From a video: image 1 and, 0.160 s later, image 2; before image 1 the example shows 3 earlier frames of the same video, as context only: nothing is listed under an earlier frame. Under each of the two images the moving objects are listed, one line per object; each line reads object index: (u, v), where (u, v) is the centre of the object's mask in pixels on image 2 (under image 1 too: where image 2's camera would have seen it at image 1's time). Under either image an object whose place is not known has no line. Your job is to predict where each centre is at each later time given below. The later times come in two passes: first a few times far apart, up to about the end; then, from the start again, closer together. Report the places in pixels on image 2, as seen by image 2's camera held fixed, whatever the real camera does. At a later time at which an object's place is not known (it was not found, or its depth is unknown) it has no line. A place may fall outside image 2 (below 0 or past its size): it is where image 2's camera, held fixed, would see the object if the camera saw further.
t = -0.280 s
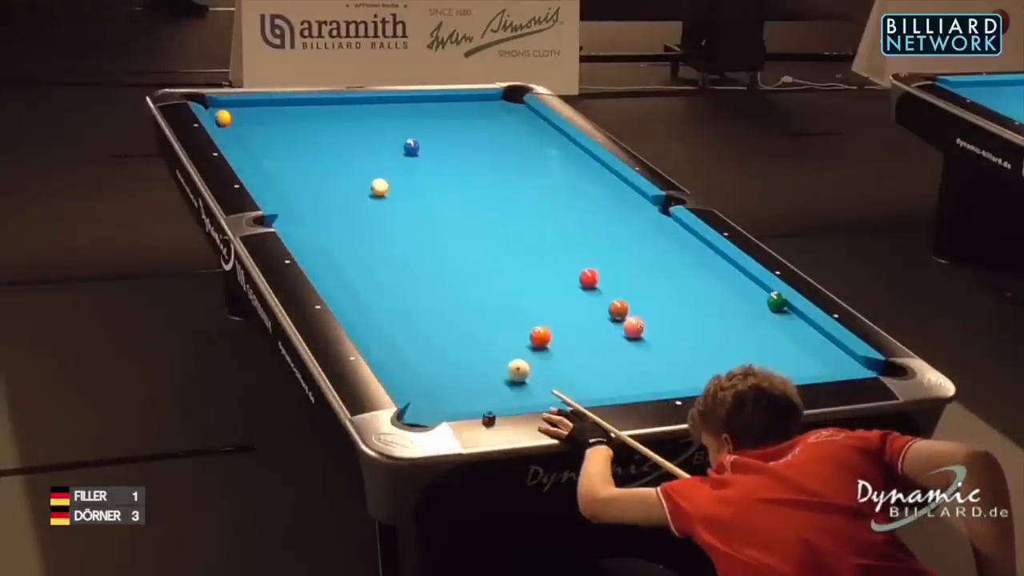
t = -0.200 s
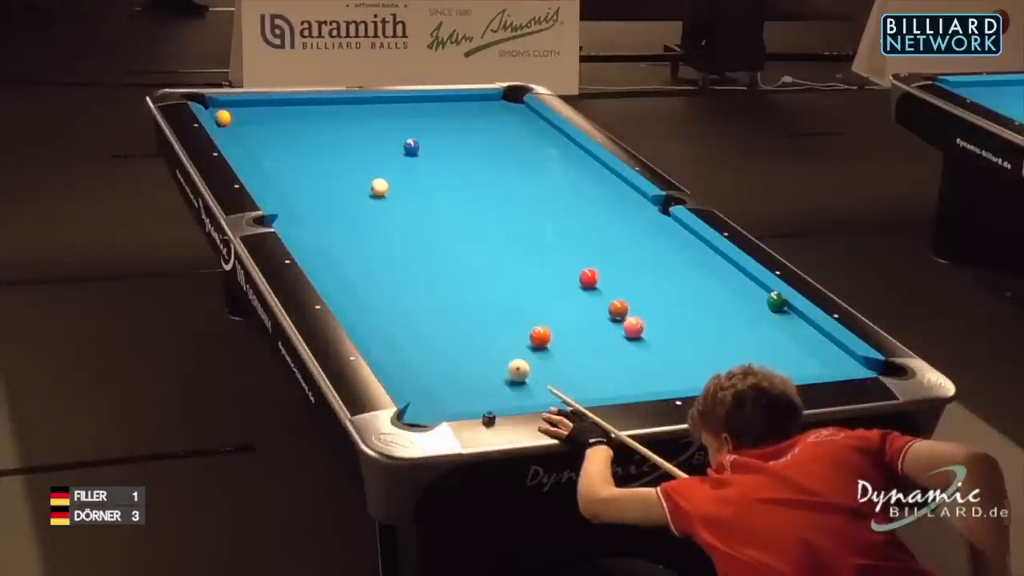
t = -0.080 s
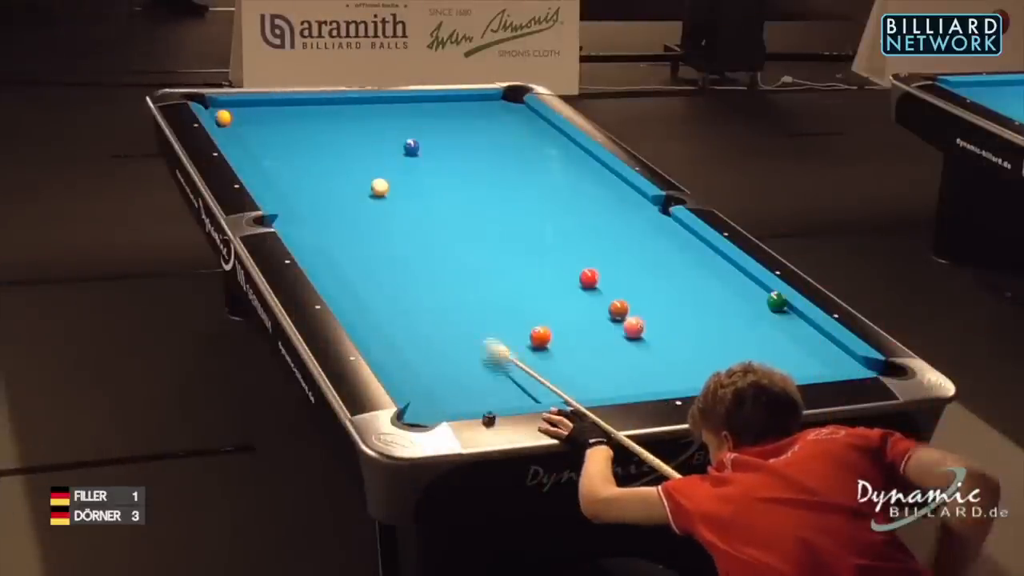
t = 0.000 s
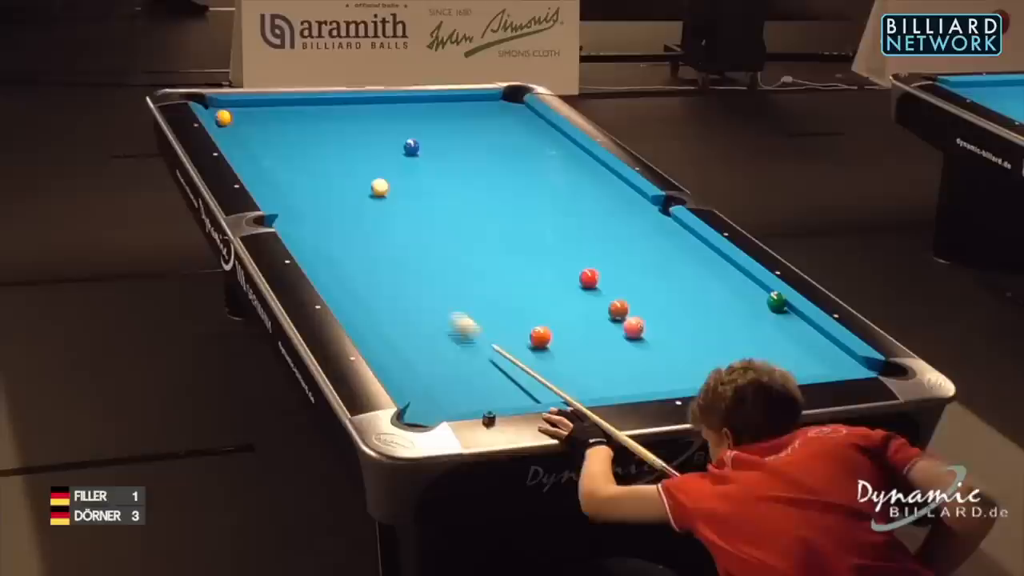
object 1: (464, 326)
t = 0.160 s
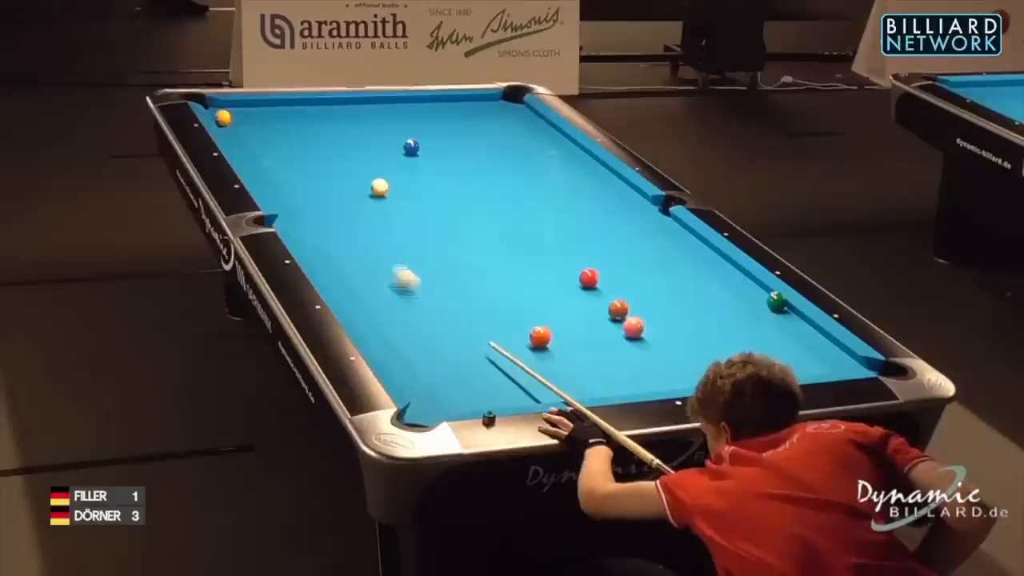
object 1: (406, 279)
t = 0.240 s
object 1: (379, 256)
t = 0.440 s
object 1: (319, 209)
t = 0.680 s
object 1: (258, 159)
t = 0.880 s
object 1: (225, 121)
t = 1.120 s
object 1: (226, 116)
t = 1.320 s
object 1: (225, 108)
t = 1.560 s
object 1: (234, 105)
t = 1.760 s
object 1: (252, 109)
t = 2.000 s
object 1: (272, 113)
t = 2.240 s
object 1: (290, 116)
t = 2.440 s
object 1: (306, 119)
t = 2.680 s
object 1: (323, 123)
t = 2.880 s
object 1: (336, 125)
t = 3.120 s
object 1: (352, 128)
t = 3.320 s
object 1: (364, 131)
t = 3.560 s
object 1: (377, 133)
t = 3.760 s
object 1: (387, 135)
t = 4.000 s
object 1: (398, 137)
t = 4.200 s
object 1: (406, 137)
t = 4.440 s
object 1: (416, 137)
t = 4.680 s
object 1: (424, 141)
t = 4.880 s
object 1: (428, 143)
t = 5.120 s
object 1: (433, 144)
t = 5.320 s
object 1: (437, 144)
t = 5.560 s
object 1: (439, 145)
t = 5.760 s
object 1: (441, 145)
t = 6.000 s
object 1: (441, 145)
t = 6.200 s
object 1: (441, 145)
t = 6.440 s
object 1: (441, 145)
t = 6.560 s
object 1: (440, 144)
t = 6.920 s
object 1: (442, 144)
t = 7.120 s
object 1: (441, 145)
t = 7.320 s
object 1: (441, 145)
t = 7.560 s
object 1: (441, 145)
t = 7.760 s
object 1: (441, 145)
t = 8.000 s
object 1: (441, 145)
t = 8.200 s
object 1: (441, 145)
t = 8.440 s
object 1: (441, 145)
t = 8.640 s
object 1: (441, 145)
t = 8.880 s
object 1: (441, 145)
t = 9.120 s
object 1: (441, 145)
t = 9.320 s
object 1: (441, 145)
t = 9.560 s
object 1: (441, 145)
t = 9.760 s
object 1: (441, 145)
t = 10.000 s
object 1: (441, 145)
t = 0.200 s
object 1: (392, 267)
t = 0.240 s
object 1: (379, 256)
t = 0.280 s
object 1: (366, 246)
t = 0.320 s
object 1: (354, 237)
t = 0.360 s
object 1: (342, 228)
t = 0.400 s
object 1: (330, 218)
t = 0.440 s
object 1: (319, 209)
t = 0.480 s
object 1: (308, 199)
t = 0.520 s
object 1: (297, 192)
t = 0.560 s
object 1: (287, 183)
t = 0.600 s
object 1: (277, 174)
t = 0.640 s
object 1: (267, 166)
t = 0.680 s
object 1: (258, 159)
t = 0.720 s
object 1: (249, 151)
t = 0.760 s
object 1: (240, 143)
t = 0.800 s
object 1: (232, 135)
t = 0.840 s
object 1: (229, 129)
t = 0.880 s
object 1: (225, 121)
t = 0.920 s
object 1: (226, 122)
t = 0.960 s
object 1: (226, 121)
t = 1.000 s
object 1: (226, 120)
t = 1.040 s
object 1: (226, 119)
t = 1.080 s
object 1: (225, 117)
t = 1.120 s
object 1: (226, 116)
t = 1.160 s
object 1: (225, 114)
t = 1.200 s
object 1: (225, 113)
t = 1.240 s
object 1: (225, 111)
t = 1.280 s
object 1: (225, 110)
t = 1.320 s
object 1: (225, 108)
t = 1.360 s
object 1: (225, 107)
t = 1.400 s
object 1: (225, 105)
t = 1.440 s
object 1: (224, 104)
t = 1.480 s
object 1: (227, 104)
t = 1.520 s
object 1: (230, 104)
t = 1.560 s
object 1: (234, 105)
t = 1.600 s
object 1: (237, 106)
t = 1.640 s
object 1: (241, 107)
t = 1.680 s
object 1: (245, 107)
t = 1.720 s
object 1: (248, 108)
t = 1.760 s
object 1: (252, 109)
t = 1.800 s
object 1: (255, 109)
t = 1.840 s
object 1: (259, 110)
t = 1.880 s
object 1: (261, 111)
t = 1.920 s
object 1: (265, 111)
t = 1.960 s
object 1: (268, 112)
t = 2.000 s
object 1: (272, 113)
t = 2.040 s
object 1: (275, 113)
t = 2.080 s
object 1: (278, 114)
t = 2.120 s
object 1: (281, 114)
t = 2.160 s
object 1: (284, 115)
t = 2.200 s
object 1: (287, 116)
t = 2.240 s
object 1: (290, 116)
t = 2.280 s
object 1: (294, 117)
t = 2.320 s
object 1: (297, 118)
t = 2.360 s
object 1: (300, 118)
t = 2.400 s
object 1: (302, 119)
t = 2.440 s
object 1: (306, 119)
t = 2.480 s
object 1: (309, 120)
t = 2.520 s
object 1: (312, 121)
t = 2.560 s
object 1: (314, 121)
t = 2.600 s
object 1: (317, 122)
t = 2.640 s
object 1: (320, 122)
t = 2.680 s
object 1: (323, 123)
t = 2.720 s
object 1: (326, 124)
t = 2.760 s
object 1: (328, 124)
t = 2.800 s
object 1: (331, 125)
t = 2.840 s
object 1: (334, 125)
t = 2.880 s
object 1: (336, 125)
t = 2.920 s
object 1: (339, 126)
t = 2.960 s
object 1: (342, 127)
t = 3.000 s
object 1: (344, 127)
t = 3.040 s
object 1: (347, 127)
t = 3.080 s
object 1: (349, 128)
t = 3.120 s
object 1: (352, 128)
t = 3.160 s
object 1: (354, 129)
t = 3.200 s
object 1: (357, 129)
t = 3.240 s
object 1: (359, 130)
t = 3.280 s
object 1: (361, 130)
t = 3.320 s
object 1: (364, 131)
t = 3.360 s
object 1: (366, 131)
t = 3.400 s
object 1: (368, 132)
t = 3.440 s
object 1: (370, 132)
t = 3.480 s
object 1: (372, 133)
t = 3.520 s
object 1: (374, 133)
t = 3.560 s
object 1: (377, 133)
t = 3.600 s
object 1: (379, 134)
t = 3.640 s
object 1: (381, 134)
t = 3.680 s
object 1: (383, 134)
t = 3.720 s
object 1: (385, 135)
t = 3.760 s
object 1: (387, 135)
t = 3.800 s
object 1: (389, 136)
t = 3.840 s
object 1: (391, 136)
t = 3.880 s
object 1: (393, 136)
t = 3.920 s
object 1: (394, 136)
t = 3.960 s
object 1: (396, 137)
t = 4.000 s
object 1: (398, 137)
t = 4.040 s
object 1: (399, 137)
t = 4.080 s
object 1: (401, 137)
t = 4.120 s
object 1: (402, 137)
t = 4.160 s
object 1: (404, 137)
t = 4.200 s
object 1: (406, 137)
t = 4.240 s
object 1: (408, 137)
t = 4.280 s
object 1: (409, 137)
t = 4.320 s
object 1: (411, 137)
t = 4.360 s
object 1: (413, 137)
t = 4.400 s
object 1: (414, 137)
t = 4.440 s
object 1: (416, 137)
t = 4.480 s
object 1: (418, 138)
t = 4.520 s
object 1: (419, 139)
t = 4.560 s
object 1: (421, 139)
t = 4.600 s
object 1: (422, 140)
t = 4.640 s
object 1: (423, 141)
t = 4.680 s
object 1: (424, 141)
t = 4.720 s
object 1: (425, 142)
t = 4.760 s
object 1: (426, 142)
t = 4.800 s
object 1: (426, 142)
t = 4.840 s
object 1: (427, 142)
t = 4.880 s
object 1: (428, 143)
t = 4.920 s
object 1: (429, 143)
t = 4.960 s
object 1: (430, 143)
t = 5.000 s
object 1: (430, 143)
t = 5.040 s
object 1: (431, 143)
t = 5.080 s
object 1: (432, 143)
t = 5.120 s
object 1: (433, 144)
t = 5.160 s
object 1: (434, 144)
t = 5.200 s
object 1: (435, 144)
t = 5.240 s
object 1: (435, 144)
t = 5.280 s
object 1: (436, 144)
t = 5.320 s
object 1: (437, 144)
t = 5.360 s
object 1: (437, 144)
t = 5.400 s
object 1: (438, 144)
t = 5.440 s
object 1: (438, 144)
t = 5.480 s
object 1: (439, 144)
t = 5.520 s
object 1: (439, 145)
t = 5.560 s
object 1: (439, 145)
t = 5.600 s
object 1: (440, 145)
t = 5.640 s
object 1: (440, 145)
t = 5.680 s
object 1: (440, 145)
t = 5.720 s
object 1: (440, 145)
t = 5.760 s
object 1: (441, 145)
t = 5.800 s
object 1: (441, 145)
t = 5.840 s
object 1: (441, 145)
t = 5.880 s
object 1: (441, 145)
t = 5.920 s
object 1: (441, 145)
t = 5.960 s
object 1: (441, 145)
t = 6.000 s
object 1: (441, 145)
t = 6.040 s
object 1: (441, 145)
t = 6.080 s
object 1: (441, 145)
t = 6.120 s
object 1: (441, 145)
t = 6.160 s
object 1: (441, 145)
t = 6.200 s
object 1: (441, 145)
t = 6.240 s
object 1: (441, 145)
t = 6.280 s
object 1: (441, 145)
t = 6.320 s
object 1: (441, 145)
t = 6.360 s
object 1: (441, 145)
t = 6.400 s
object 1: (441, 145)
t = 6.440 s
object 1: (441, 145)
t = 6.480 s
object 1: (441, 145)
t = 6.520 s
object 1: (441, 145)
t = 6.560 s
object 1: (440, 144)
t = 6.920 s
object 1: (442, 144)
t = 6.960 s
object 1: (441, 145)
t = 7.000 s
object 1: (441, 145)
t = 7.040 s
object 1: (441, 145)
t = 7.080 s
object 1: (441, 145)
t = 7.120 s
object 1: (441, 145)
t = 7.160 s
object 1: (441, 145)
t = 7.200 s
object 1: (441, 145)
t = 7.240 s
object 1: (441, 145)
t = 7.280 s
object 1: (441, 145)
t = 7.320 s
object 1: (441, 145)
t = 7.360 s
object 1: (441, 145)
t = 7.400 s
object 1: (441, 145)
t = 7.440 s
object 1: (441, 145)
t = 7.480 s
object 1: (441, 145)
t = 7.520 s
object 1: (441, 145)
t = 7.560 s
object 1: (441, 145)
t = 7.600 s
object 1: (441, 145)
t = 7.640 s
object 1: (441, 145)
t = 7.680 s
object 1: (441, 145)
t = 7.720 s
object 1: (441, 145)
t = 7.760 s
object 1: (441, 145)
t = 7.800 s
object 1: (441, 145)
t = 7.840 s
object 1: (441, 145)
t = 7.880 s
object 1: (441, 145)
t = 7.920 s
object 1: (441, 145)
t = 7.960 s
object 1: (441, 145)
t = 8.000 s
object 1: (441, 145)
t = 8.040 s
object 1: (441, 145)
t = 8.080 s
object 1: (441, 145)
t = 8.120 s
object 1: (441, 145)
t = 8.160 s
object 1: (441, 145)
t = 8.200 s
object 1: (441, 145)
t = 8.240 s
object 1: (441, 145)
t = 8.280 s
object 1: (441, 145)
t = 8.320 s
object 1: (441, 145)
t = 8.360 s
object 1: (441, 145)
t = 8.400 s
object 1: (441, 145)
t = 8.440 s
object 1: (441, 145)
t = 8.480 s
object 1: (441, 145)
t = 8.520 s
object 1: (441, 145)
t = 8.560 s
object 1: (441, 145)
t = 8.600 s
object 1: (441, 145)
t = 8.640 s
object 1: (441, 145)
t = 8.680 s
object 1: (441, 145)
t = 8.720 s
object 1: (441, 145)
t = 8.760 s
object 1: (441, 145)
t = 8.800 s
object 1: (441, 145)
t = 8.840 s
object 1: (441, 145)
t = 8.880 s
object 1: (441, 145)
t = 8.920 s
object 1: (441, 145)
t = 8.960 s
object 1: (441, 145)
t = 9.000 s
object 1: (441, 145)
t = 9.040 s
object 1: (441, 145)
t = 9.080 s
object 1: (441, 145)
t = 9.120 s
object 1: (441, 145)
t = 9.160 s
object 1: (441, 145)
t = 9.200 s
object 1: (441, 145)
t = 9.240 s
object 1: (441, 145)
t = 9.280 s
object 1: (441, 145)
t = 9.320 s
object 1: (441, 145)
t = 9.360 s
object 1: (441, 145)
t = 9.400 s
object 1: (441, 145)
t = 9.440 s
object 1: (441, 145)
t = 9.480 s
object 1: (441, 145)
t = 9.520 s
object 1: (441, 145)
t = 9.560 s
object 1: (441, 145)
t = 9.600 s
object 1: (441, 145)
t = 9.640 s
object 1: (441, 145)
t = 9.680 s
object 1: (441, 145)
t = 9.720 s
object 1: (441, 145)
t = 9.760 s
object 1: (441, 145)
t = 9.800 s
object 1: (441, 145)
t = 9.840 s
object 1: (441, 145)
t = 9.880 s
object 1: (441, 145)
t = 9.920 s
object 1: (441, 145)
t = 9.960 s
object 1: (441, 145)
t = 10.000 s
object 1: (441, 145)
